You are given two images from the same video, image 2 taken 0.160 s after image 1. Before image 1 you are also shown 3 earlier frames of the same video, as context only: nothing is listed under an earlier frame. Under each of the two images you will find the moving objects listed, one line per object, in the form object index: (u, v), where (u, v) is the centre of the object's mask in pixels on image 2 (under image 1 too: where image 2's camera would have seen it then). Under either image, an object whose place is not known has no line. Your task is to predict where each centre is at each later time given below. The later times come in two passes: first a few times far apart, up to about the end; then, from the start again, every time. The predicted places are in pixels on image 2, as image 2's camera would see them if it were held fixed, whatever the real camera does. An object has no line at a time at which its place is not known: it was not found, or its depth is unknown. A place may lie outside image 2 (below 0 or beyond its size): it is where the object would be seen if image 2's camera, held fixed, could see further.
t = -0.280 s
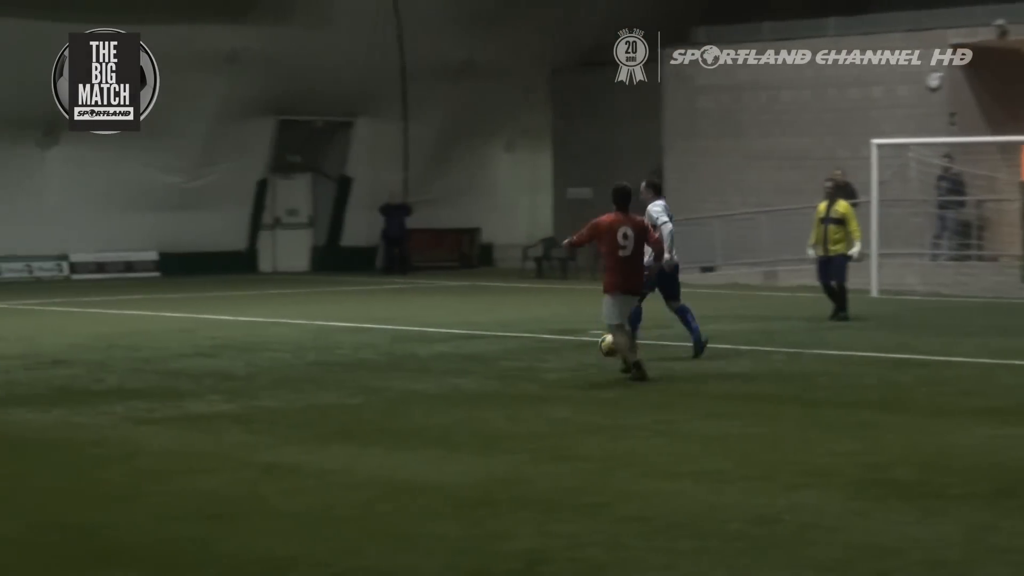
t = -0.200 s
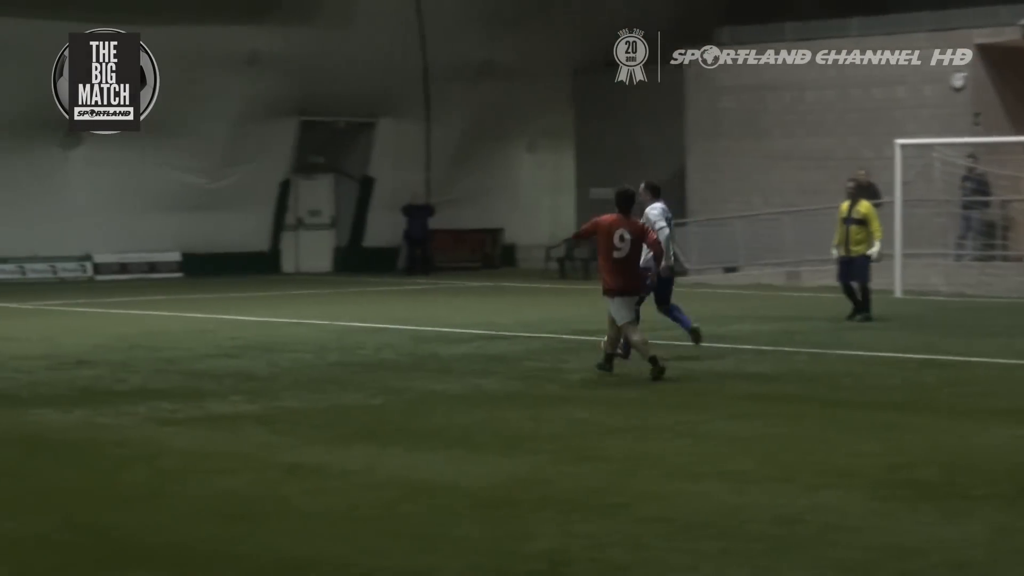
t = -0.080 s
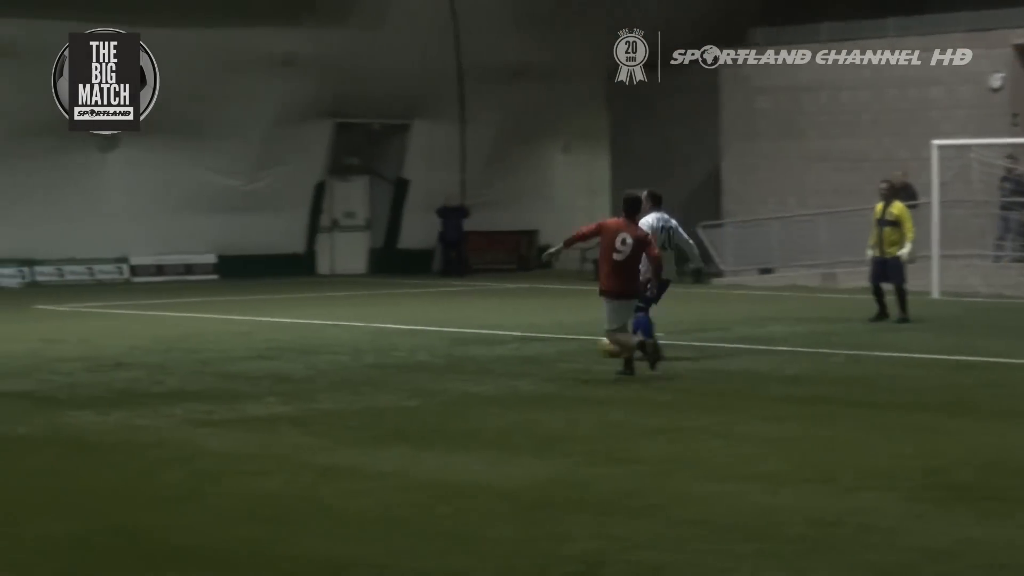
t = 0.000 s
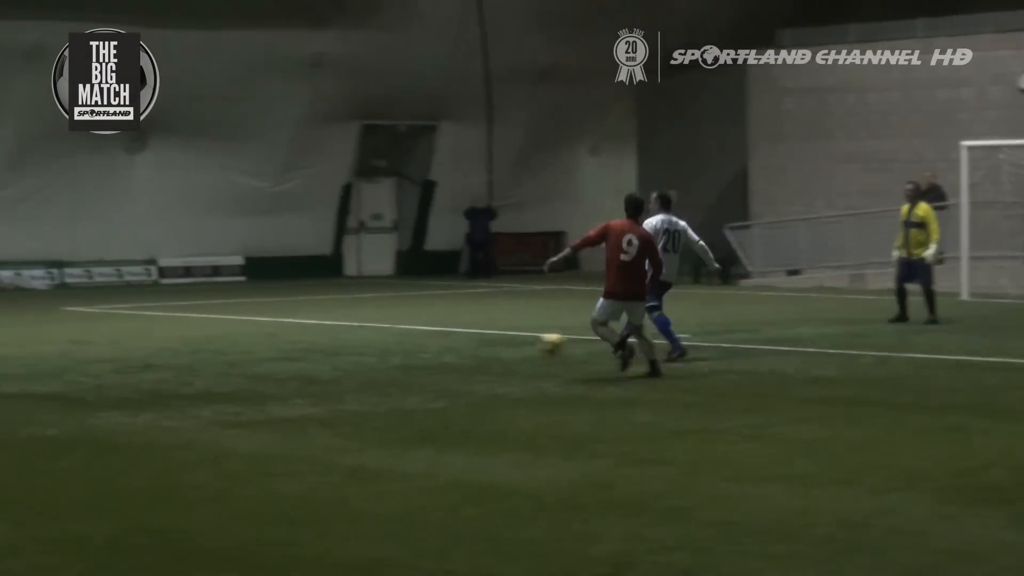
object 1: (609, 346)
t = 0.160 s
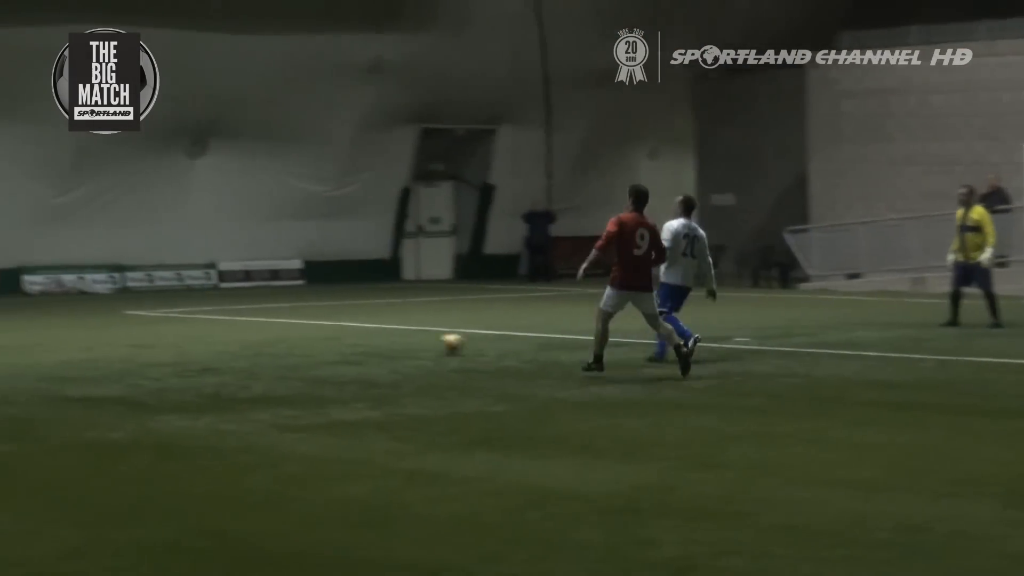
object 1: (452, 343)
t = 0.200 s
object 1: (415, 344)
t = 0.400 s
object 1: (260, 340)
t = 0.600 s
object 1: (134, 337)
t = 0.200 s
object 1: (415, 344)
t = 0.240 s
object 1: (381, 343)
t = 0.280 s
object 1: (349, 341)
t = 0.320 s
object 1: (319, 341)
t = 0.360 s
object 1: (288, 342)
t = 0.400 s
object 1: (260, 340)
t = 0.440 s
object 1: (232, 340)
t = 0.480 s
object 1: (206, 340)
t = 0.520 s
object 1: (181, 339)
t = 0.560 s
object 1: (156, 338)
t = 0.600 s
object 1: (134, 337)
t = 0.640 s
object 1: (111, 336)
